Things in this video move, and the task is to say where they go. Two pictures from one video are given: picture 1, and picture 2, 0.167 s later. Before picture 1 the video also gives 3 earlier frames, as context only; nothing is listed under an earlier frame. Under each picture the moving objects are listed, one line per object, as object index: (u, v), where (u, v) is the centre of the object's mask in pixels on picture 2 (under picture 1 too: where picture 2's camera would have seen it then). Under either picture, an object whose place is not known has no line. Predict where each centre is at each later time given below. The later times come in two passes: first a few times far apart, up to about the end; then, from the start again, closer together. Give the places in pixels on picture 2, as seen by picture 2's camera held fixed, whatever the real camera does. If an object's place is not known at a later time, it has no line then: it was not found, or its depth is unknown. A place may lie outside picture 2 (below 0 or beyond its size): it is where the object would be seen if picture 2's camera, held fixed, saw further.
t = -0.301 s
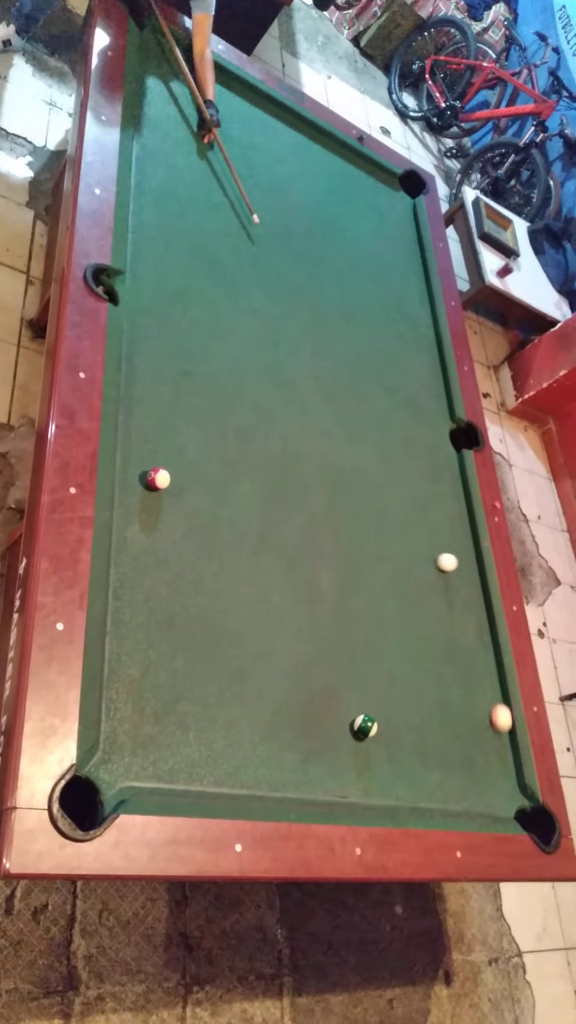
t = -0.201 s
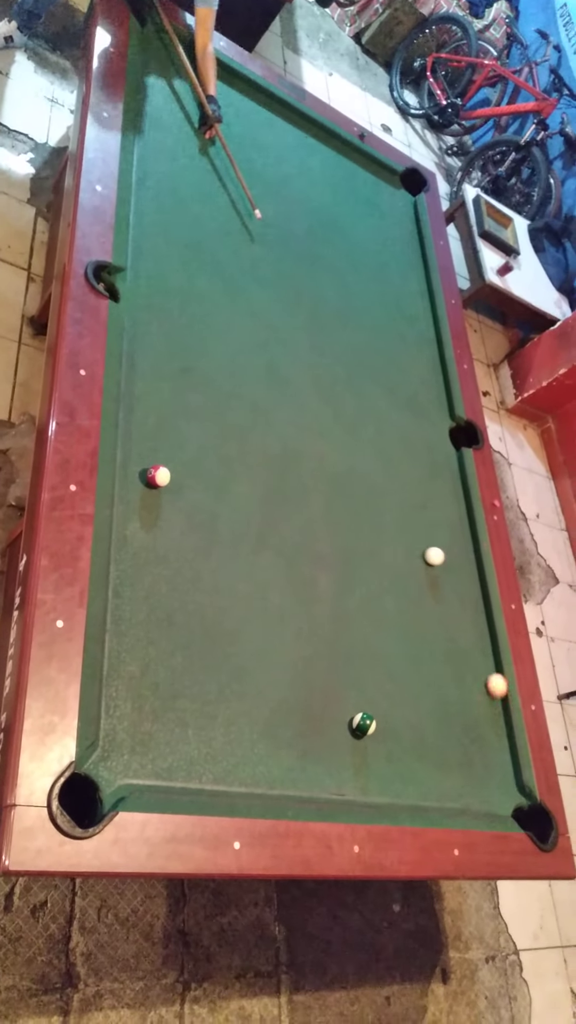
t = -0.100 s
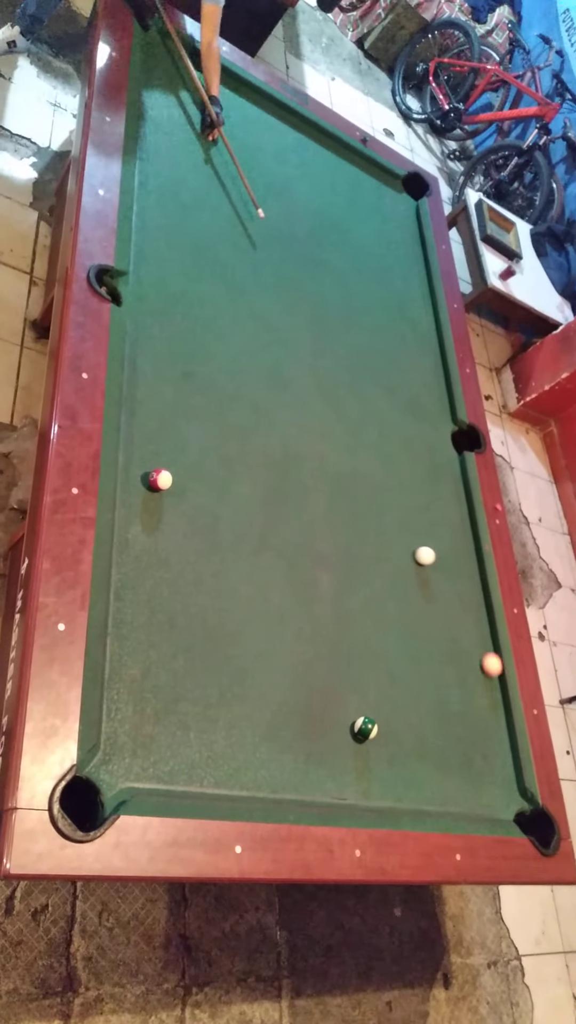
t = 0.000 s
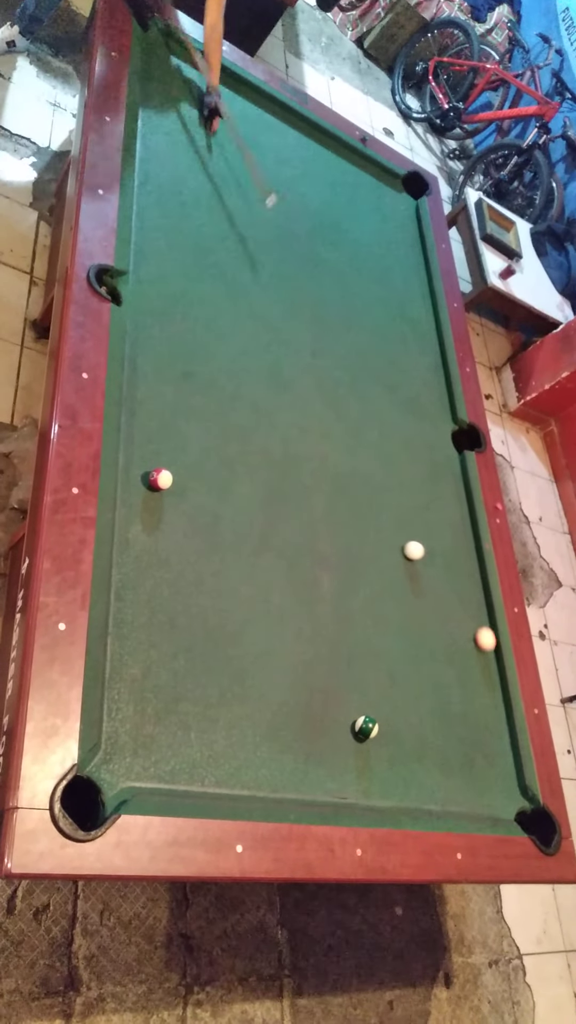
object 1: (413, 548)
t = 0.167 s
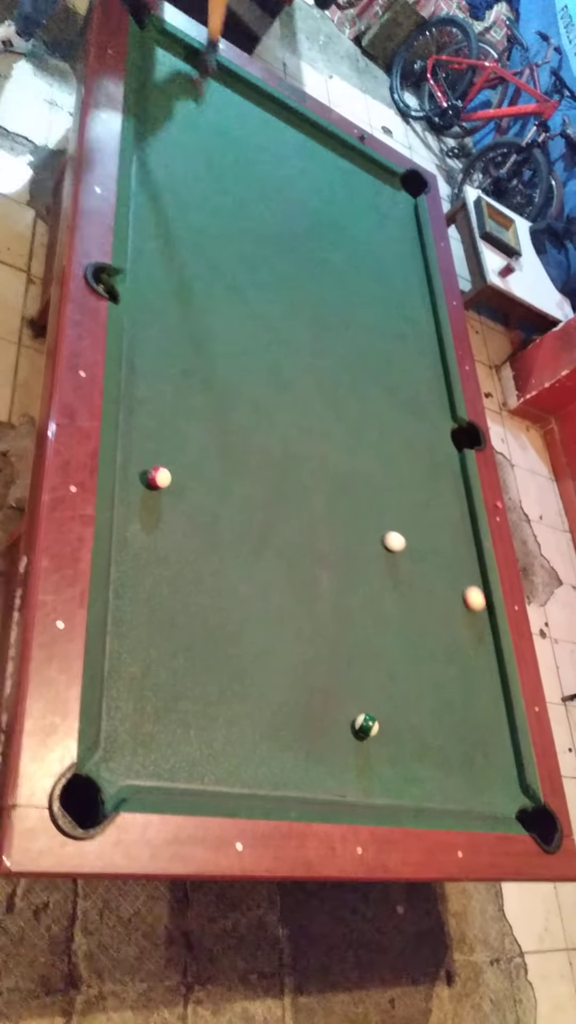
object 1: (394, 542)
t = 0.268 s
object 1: (382, 538)
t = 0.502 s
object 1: (355, 527)
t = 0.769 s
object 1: (326, 515)
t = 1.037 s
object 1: (296, 504)
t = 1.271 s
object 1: (272, 495)
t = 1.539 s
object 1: (244, 485)
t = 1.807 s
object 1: (217, 476)
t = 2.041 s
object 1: (194, 469)
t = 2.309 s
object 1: (171, 461)
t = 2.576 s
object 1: (149, 454)
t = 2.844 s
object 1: (129, 445)
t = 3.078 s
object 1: (129, 443)
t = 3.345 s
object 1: (132, 445)
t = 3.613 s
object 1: (135, 447)
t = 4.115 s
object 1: (134, 447)
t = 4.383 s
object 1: (134, 447)
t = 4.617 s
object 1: (134, 447)
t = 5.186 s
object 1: (134, 446)
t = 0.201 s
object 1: (390, 540)
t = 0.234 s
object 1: (386, 539)
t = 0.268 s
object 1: (382, 538)
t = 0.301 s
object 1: (378, 536)
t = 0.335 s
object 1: (374, 534)
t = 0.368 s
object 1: (371, 533)
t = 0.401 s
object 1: (367, 531)
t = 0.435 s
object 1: (363, 530)
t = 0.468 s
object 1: (359, 529)
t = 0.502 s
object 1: (355, 527)
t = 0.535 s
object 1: (351, 526)
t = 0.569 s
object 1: (348, 524)
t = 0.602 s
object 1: (344, 522)
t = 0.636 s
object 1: (341, 521)
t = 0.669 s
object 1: (337, 520)
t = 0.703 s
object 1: (333, 518)
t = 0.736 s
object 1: (329, 516)
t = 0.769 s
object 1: (326, 515)
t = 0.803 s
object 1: (322, 514)
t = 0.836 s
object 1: (318, 512)
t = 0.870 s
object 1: (315, 511)
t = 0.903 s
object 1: (311, 510)
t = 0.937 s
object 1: (307, 509)
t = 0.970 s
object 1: (303, 507)
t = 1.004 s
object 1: (300, 506)
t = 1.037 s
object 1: (296, 504)
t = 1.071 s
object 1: (293, 503)
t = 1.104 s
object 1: (289, 502)
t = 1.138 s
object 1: (285, 501)
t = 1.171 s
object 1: (282, 499)
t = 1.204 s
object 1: (279, 498)
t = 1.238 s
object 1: (275, 497)
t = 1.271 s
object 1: (272, 495)
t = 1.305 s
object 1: (268, 493)
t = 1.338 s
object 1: (264, 493)
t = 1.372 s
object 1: (261, 491)
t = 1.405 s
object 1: (257, 490)
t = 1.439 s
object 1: (254, 488)
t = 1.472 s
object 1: (251, 487)
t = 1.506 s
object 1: (247, 486)
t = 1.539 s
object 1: (244, 485)
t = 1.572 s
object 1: (240, 484)
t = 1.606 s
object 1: (237, 483)
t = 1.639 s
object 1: (234, 482)
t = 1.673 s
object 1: (230, 481)
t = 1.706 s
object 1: (227, 480)
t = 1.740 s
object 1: (223, 478)
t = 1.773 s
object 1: (220, 477)
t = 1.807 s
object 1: (217, 476)
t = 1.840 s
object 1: (213, 475)
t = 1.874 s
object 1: (210, 474)
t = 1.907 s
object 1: (207, 473)
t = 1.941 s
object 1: (204, 472)
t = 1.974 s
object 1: (200, 471)
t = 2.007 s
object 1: (198, 470)
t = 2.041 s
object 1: (194, 469)
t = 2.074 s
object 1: (191, 467)
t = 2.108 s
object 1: (188, 467)
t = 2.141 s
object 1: (185, 467)
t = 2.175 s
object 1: (182, 465)
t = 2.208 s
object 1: (179, 465)
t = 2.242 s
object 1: (177, 464)
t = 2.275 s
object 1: (174, 462)
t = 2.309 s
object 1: (171, 461)
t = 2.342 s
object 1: (168, 460)
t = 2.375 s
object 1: (165, 459)
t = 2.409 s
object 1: (162, 458)
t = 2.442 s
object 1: (159, 458)
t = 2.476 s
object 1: (157, 457)
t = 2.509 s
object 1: (154, 456)
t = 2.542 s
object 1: (151, 455)
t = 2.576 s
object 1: (149, 454)
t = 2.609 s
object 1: (146, 453)
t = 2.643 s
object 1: (143, 452)
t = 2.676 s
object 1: (141, 450)
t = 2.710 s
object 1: (138, 449)
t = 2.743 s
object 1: (136, 448)
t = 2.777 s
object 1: (133, 447)
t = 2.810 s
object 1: (131, 446)
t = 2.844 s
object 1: (129, 445)
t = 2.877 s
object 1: (128, 444)
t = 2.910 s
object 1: (126, 443)
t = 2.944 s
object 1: (127, 443)
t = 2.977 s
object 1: (128, 443)
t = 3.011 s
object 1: (128, 443)
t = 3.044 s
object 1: (128, 443)
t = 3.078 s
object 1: (129, 443)
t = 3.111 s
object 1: (129, 444)
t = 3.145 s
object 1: (129, 444)
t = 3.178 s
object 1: (130, 444)
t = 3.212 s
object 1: (130, 444)
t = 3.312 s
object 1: (132, 445)
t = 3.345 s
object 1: (132, 445)
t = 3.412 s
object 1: (133, 446)
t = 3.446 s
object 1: (133, 446)
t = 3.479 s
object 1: (133, 446)
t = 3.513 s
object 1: (134, 446)
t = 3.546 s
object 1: (134, 446)
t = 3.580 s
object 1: (134, 447)
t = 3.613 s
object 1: (135, 447)
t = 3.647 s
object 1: (134, 447)
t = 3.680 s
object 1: (134, 447)
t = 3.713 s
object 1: (135, 447)
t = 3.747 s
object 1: (134, 447)
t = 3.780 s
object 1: (135, 447)
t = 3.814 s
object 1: (134, 447)
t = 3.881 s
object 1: (134, 446)
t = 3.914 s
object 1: (134, 447)
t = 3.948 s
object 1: (134, 447)
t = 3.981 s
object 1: (134, 446)
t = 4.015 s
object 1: (134, 447)
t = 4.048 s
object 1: (134, 446)
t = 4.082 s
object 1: (134, 447)
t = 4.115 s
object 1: (134, 447)
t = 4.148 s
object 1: (134, 447)
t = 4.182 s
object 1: (134, 447)
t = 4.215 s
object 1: (134, 446)
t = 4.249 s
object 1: (135, 447)
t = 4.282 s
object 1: (134, 447)
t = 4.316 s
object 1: (134, 447)
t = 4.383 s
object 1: (134, 447)
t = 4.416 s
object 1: (133, 447)
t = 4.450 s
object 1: (134, 446)
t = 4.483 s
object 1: (134, 447)
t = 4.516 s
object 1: (133, 447)
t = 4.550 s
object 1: (133, 447)
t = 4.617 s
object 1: (134, 447)
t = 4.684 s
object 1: (134, 446)
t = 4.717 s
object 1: (134, 446)
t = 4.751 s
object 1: (134, 446)
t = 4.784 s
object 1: (134, 447)
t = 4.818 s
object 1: (134, 447)
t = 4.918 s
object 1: (134, 447)
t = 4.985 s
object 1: (134, 447)
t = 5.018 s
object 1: (134, 446)
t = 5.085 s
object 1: (134, 446)
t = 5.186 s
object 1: (134, 446)
